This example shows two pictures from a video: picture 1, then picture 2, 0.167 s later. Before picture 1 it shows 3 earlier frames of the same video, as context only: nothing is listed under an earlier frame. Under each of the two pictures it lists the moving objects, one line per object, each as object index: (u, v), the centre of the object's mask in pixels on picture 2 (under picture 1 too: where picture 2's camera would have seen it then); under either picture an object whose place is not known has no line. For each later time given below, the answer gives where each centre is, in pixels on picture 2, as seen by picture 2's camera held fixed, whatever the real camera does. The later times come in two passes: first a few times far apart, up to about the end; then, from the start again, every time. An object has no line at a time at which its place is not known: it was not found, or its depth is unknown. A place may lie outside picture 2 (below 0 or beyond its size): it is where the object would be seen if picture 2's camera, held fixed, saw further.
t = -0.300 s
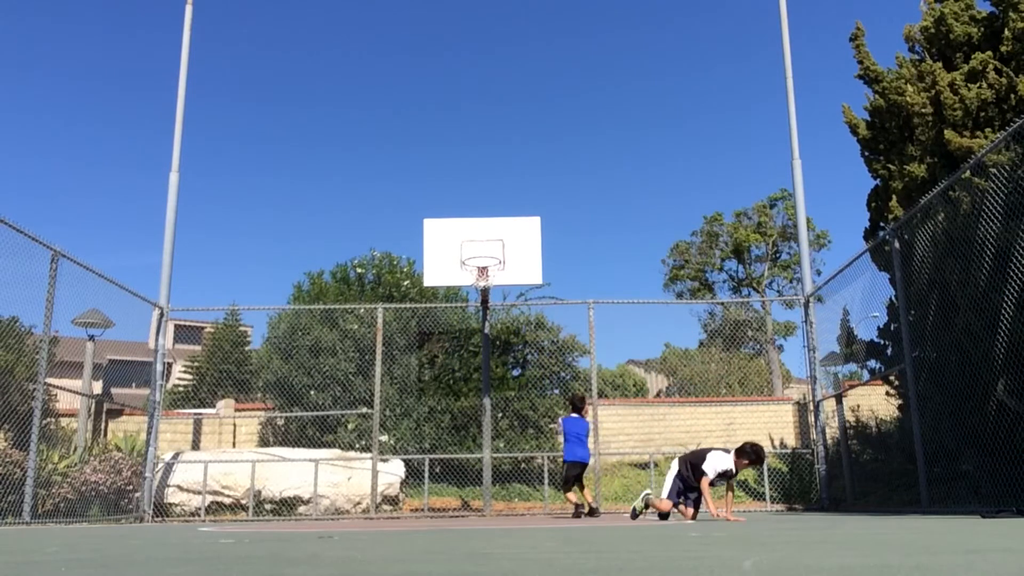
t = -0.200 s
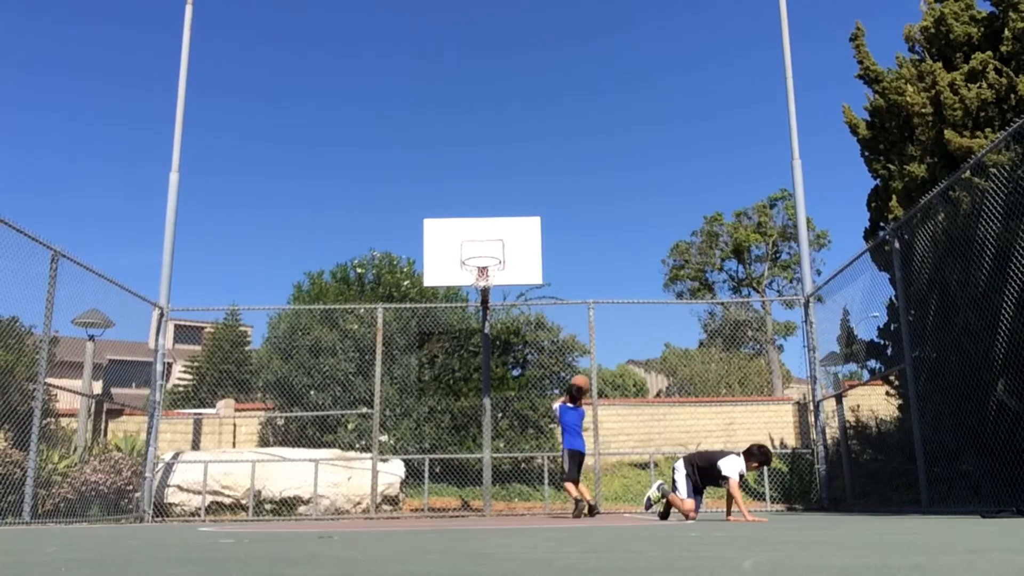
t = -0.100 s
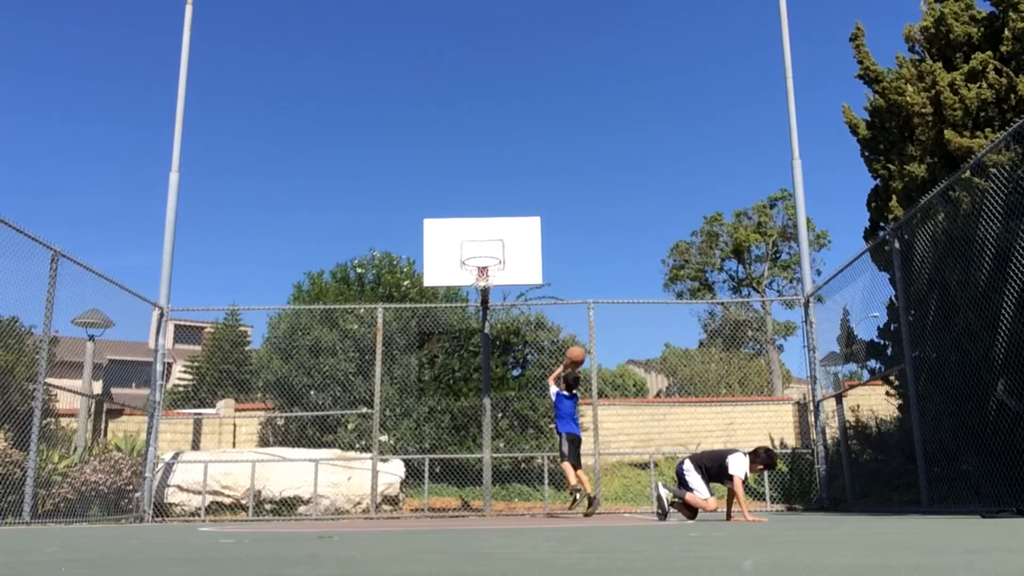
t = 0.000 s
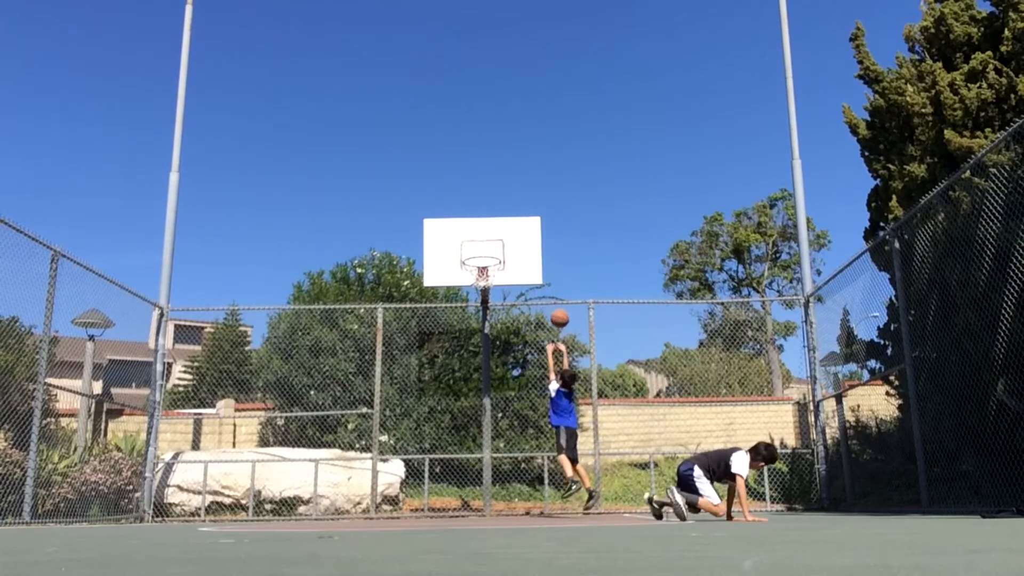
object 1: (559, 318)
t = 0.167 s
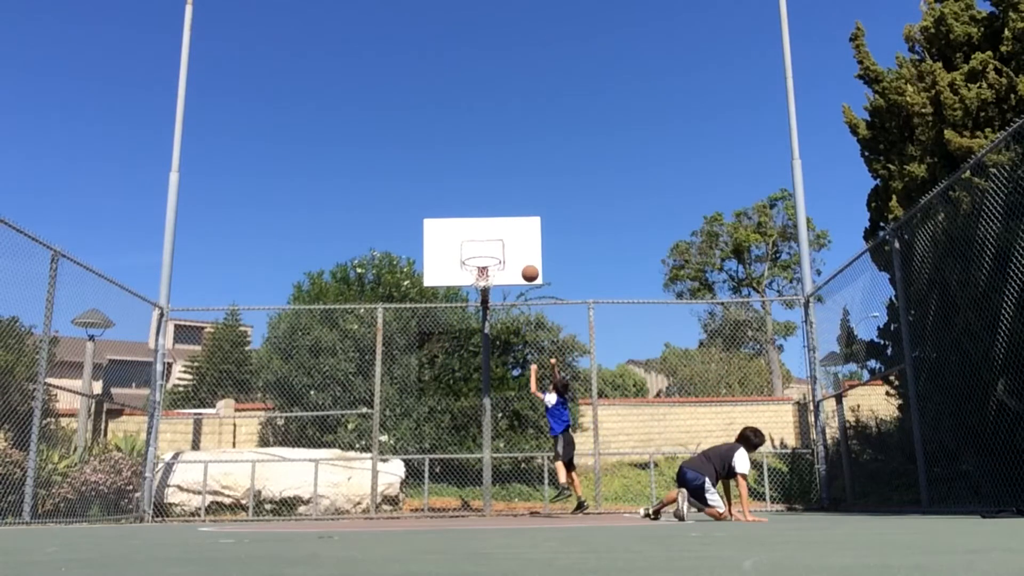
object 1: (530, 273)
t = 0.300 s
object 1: (508, 255)
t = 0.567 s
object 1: (483, 254)
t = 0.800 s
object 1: (473, 279)
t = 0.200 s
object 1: (524, 267)
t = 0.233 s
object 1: (519, 262)
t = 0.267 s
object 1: (513, 258)
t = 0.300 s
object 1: (508, 255)
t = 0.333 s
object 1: (503, 252)
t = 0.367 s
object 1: (499, 250)
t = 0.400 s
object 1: (497, 248)
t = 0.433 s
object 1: (494, 248)
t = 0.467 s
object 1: (491, 248)
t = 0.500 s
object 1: (488, 249)
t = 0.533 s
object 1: (485, 251)
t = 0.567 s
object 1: (483, 254)
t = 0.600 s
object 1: (480, 257)
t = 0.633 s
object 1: (478, 262)
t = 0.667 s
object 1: (475, 267)
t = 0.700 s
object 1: (472, 272)
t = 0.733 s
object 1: (472, 274)
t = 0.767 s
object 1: (473, 275)
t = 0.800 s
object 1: (473, 279)
